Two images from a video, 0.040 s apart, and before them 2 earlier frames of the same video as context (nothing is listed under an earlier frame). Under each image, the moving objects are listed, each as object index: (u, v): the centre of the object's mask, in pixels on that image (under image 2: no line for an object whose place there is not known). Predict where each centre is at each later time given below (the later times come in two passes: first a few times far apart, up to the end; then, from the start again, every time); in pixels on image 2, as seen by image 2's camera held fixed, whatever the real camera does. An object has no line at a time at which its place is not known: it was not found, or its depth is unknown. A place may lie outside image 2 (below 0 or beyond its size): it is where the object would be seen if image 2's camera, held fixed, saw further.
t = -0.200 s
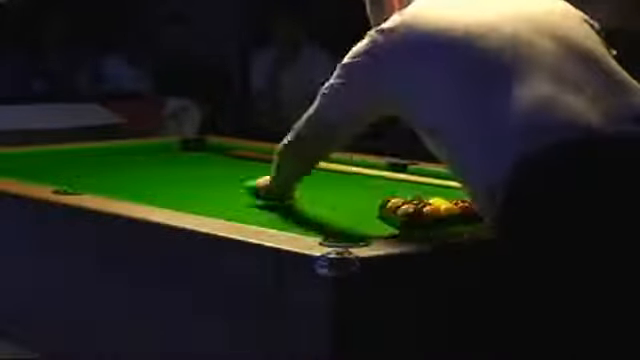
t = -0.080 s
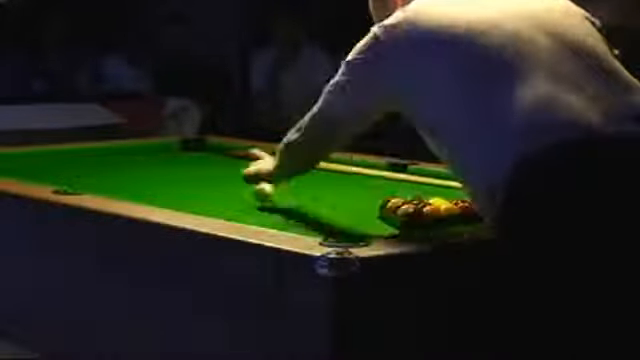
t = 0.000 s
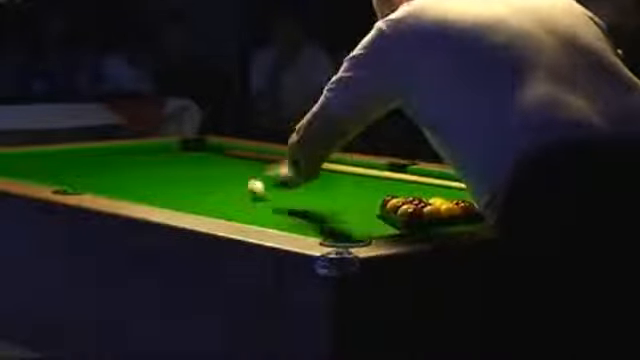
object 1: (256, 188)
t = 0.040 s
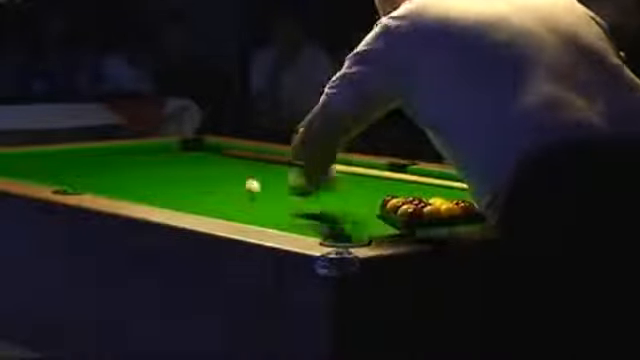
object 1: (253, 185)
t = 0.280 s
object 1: (227, 183)
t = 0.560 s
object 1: (200, 180)
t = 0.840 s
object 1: (177, 178)
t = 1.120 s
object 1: (156, 175)
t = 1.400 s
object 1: (137, 171)
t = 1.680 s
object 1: (120, 169)
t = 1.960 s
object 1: (104, 167)
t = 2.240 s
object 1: (91, 164)
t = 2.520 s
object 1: (79, 163)
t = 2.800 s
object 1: (69, 162)
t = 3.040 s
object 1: (62, 161)
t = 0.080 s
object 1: (247, 185)
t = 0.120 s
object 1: (243, 185)
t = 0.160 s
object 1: (239, 184)
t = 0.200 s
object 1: (234, 184)
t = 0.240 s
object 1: (231, 184)
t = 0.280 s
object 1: (227, 183)
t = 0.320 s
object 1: (222, 183)
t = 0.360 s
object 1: (218, 182)
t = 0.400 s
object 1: (215, 182)
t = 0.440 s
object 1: (212, 182)
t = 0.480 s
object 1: (208, 181)
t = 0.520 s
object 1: (204, 180)
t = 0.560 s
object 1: (200, 180)
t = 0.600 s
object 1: (197, 180)
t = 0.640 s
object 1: (194, 180)
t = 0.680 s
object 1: (190, 179)
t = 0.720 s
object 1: (187, 179)
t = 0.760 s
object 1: (183, 178)
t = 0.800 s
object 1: (180, 178)
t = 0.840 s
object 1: (177, 178)
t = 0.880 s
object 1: (174, 177)
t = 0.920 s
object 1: (171, 177)
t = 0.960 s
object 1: (168, 176)
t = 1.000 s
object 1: (165, 176)
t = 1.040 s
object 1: (162, 176)
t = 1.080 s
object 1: (159, 175)
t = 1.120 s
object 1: (156, 175)
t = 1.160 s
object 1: (153, 174)
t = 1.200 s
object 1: (150, 174)
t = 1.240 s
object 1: (147, 173)
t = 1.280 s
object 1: (145, 173)
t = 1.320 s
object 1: (141, 172)
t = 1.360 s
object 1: (139, 172)
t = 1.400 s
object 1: (137, 171)
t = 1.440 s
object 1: (134, 171)
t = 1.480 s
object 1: (132, 171)
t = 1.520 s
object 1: (130, 171)
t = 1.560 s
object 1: (127, 171)
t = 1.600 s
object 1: (124, 170)
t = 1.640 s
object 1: (122, 170)
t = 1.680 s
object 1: (120, 169)
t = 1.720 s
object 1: (118, 169)
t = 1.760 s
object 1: (115, 168)
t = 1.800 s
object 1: (113, 168)
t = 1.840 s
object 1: (111, 167)
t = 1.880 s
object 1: (108, 167)
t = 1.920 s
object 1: (107, 167)
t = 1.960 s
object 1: (104, 167)
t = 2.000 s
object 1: (102, 167)
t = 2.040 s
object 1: (100, 165)
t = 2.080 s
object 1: (98, 165)
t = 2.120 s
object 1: (96, 165)
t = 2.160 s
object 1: (95, 165)
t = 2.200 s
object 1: (93, 165)
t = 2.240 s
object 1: (91, 164)
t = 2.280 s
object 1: (89, 164)
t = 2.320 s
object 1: (87, 164)
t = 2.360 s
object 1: (85, 164)
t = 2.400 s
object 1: (84, 164)
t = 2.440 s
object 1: (83, 164)
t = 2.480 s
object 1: (81, 163)
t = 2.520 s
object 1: (79, 163)
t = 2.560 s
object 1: (77, 163)
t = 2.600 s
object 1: (76, 163)
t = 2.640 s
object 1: (74, 163)
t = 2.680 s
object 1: (73, 162)
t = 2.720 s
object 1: (72, 162)
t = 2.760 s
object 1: (71, 162)
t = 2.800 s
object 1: (69, 162)
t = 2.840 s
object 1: (68, 161)
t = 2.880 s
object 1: (67, 161)
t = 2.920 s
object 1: (66, 161)
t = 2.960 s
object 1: (64, 161)
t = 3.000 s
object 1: (63, 161)
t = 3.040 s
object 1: (62, 161)
